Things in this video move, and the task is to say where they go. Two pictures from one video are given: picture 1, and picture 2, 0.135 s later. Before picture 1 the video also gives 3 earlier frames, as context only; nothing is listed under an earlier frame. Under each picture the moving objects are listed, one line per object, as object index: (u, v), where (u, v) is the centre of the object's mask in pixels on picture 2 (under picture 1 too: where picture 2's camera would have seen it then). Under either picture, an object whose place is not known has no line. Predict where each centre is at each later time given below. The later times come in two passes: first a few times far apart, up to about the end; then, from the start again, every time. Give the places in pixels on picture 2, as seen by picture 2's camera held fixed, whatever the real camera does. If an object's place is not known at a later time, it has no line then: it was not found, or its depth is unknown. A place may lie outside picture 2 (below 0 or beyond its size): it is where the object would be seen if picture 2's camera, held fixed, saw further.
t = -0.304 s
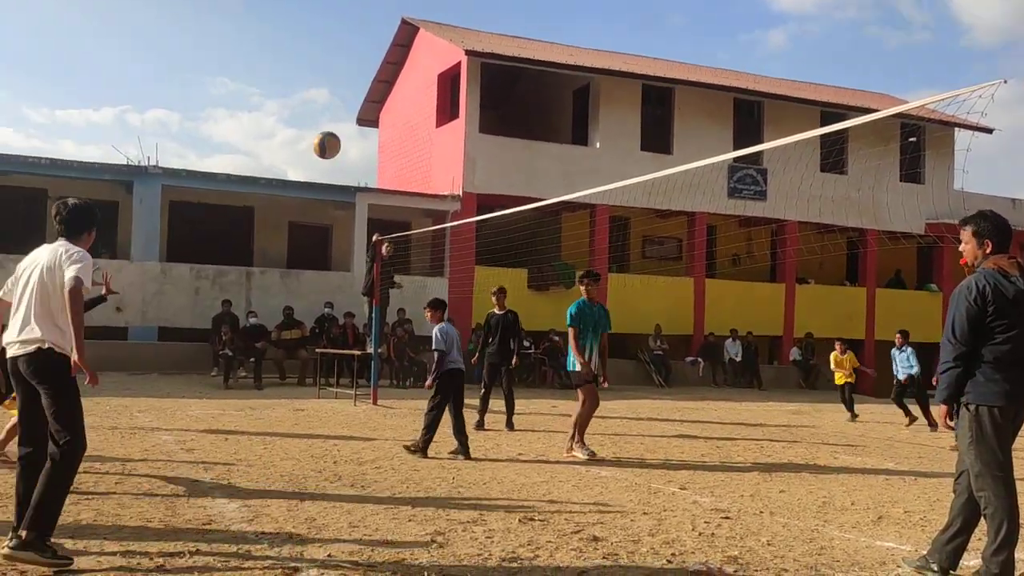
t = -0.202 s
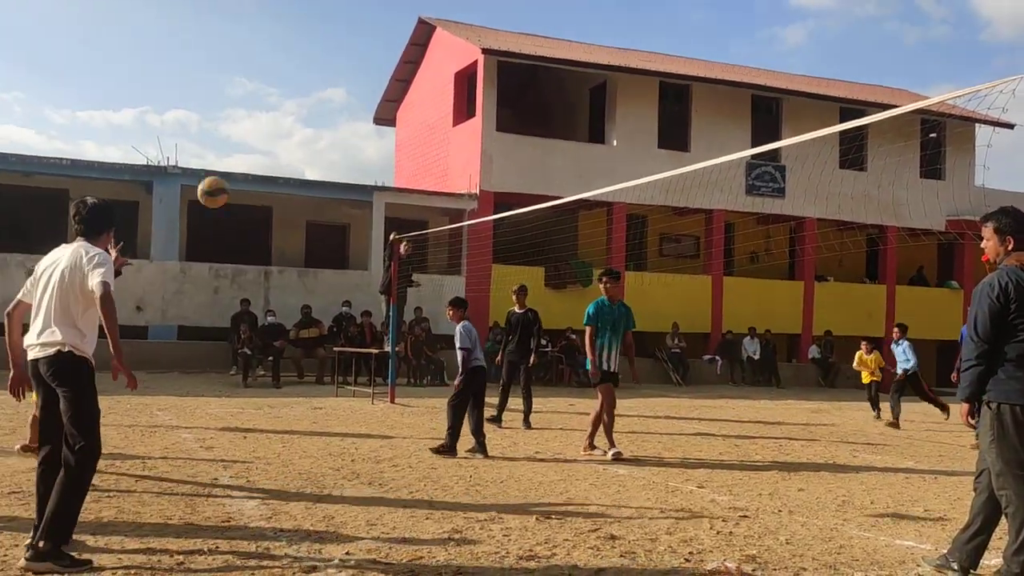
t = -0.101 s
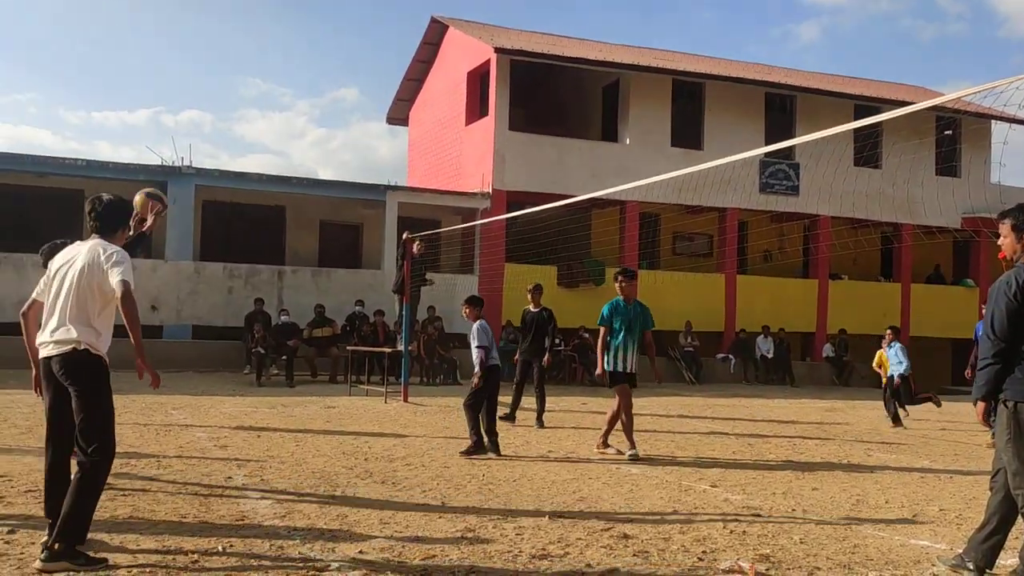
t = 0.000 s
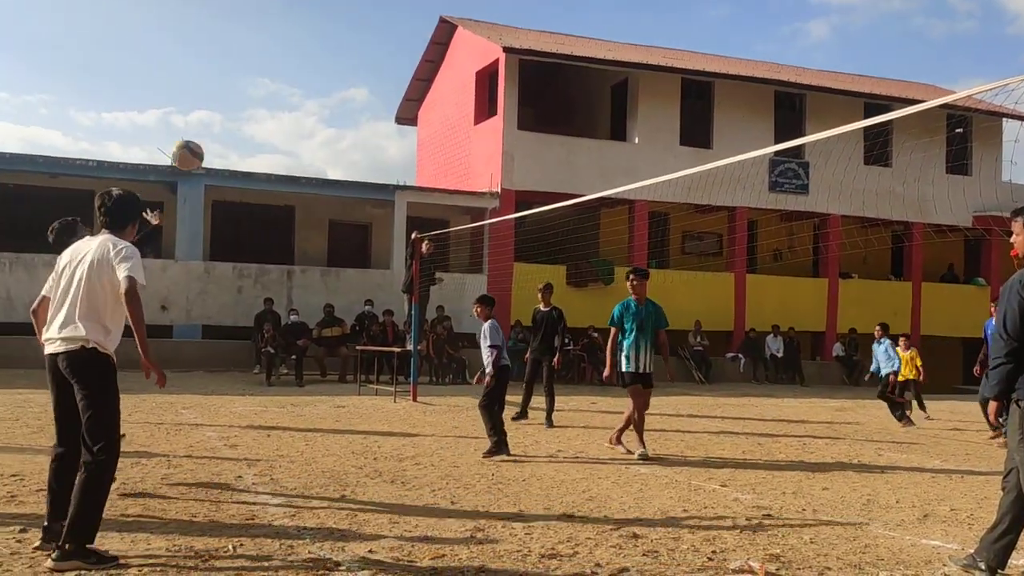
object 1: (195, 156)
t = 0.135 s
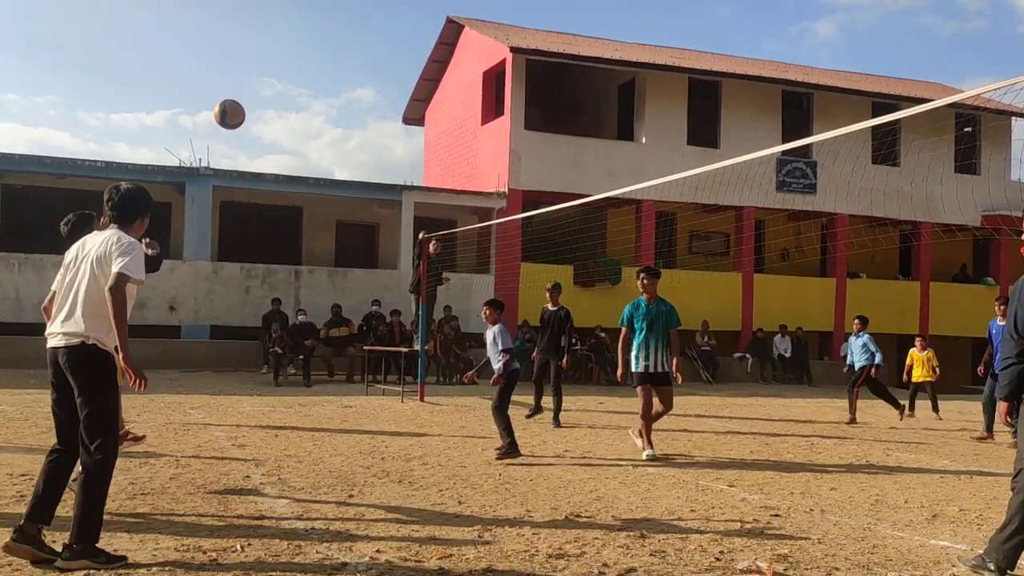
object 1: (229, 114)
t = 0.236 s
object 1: (253, 99)
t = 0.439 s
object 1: (298, 109)
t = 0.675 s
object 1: (344, 185)
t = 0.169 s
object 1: (238, 108)
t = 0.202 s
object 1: (245, 103)
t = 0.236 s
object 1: (253, 99)
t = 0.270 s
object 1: (261, 97)
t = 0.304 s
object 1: (269, 97)
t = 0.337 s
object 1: (276, 98)
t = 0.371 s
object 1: (283, 100)
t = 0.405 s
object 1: (290, 104)
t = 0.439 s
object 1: (298, 109)
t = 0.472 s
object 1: (304, 116)
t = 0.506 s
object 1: (311, 124)
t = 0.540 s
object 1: (318, 134)
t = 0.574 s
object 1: (325, 145)
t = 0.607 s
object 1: (332, 157)
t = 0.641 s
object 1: (338, 170)
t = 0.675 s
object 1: (344, 185)
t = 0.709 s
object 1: (349, 201)
